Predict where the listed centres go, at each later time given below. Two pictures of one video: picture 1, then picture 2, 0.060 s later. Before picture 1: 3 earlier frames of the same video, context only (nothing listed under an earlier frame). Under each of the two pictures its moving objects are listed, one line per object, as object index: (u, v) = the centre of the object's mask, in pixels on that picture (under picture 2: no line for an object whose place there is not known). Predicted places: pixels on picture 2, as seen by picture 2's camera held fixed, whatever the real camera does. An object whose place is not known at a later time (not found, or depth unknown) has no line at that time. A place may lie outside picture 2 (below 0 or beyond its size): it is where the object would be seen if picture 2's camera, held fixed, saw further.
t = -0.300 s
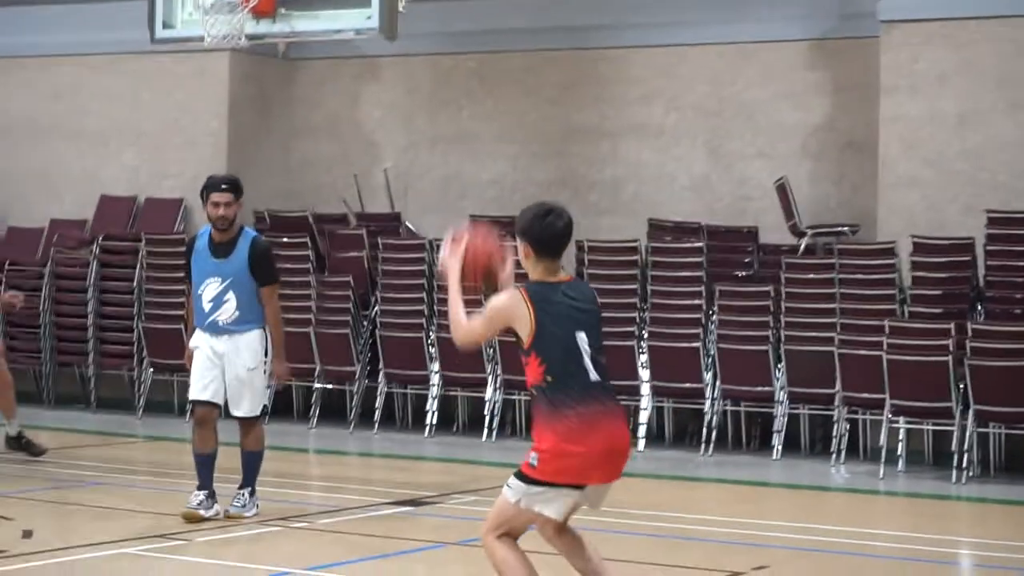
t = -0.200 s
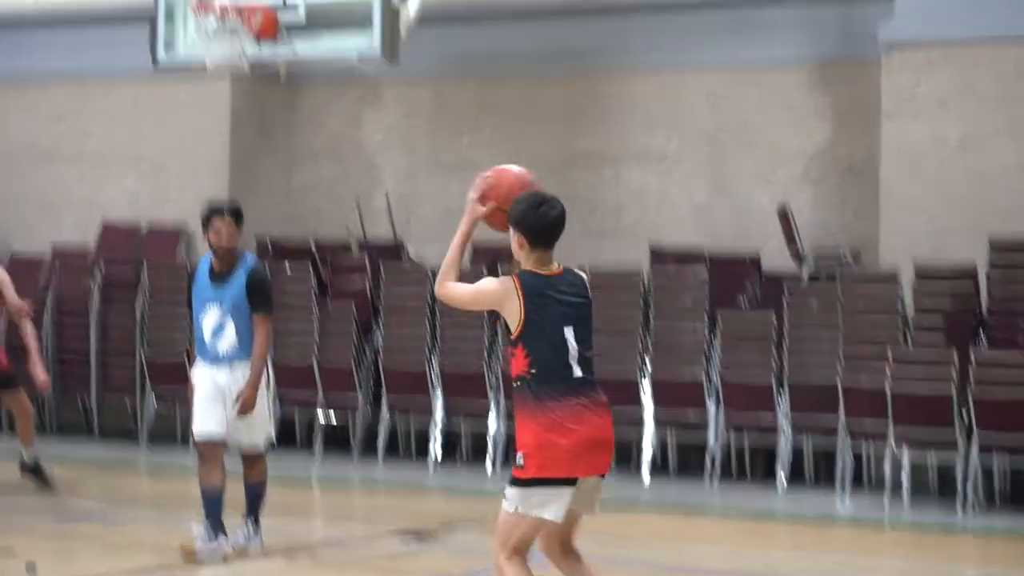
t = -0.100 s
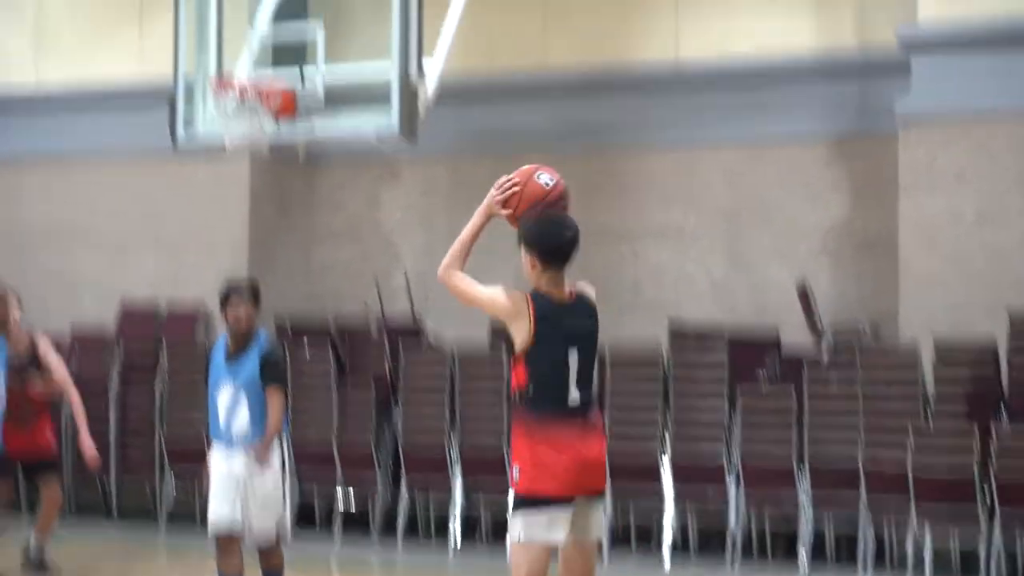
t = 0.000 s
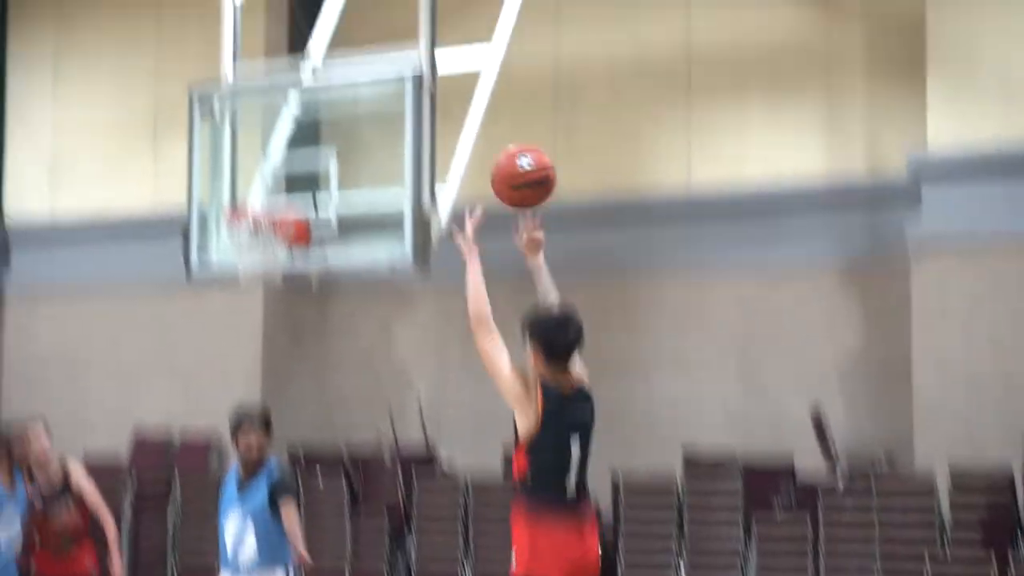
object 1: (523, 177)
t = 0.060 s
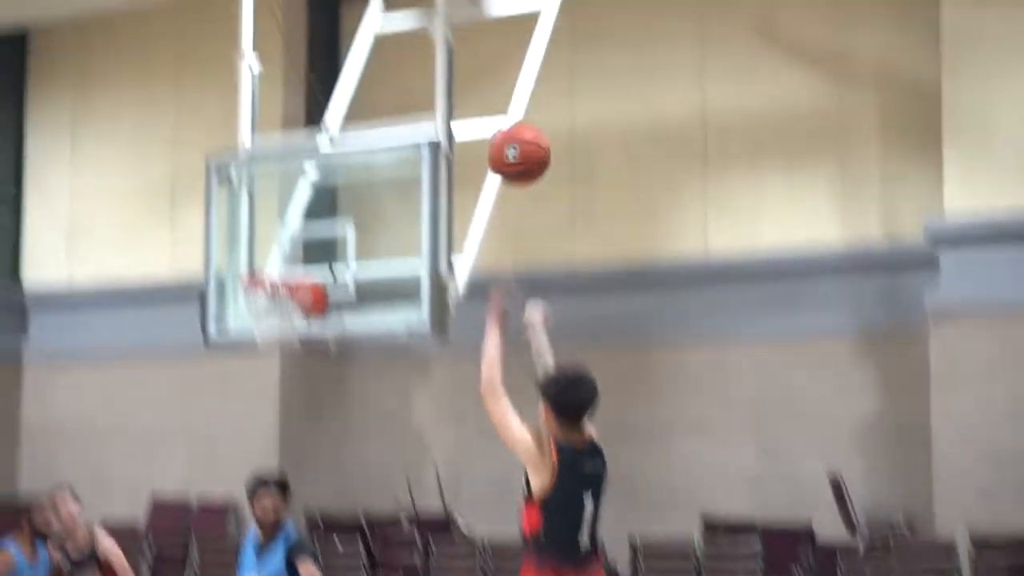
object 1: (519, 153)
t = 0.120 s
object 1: (499, 76)
